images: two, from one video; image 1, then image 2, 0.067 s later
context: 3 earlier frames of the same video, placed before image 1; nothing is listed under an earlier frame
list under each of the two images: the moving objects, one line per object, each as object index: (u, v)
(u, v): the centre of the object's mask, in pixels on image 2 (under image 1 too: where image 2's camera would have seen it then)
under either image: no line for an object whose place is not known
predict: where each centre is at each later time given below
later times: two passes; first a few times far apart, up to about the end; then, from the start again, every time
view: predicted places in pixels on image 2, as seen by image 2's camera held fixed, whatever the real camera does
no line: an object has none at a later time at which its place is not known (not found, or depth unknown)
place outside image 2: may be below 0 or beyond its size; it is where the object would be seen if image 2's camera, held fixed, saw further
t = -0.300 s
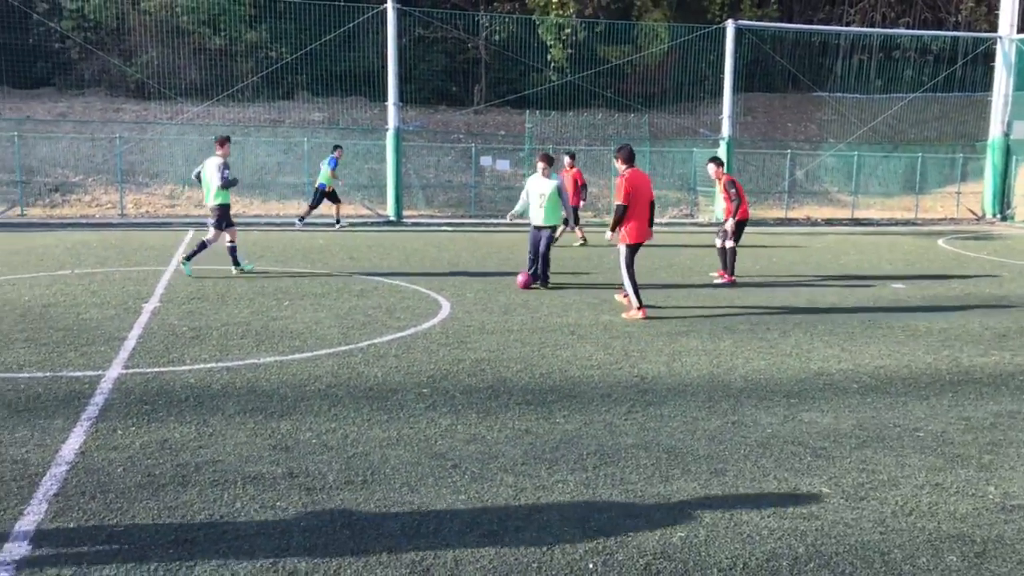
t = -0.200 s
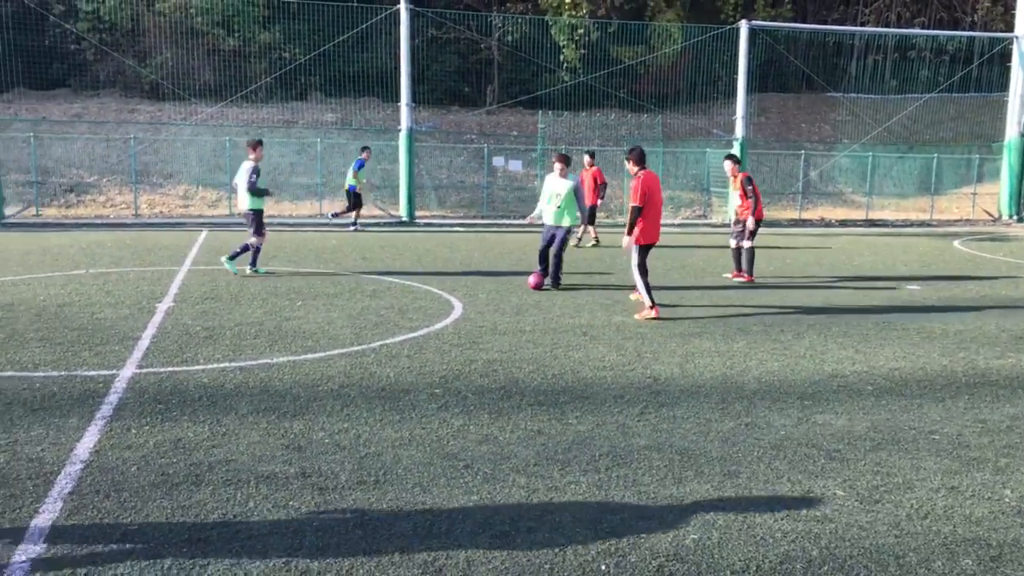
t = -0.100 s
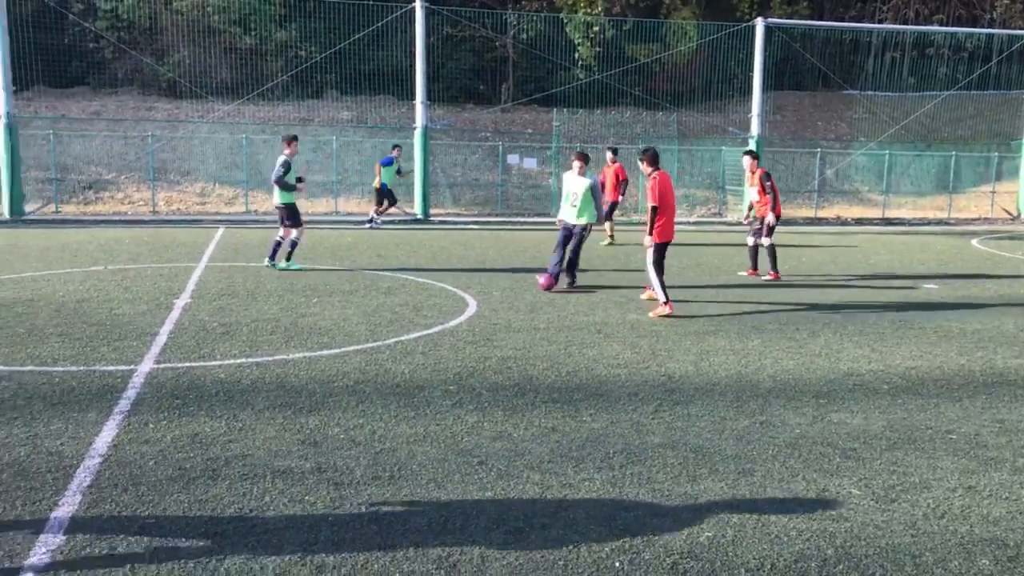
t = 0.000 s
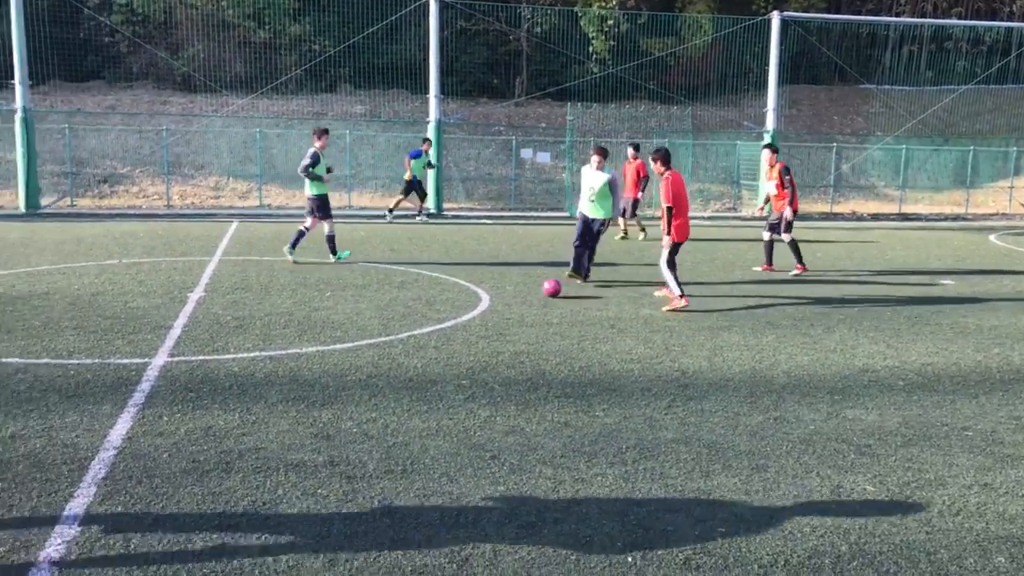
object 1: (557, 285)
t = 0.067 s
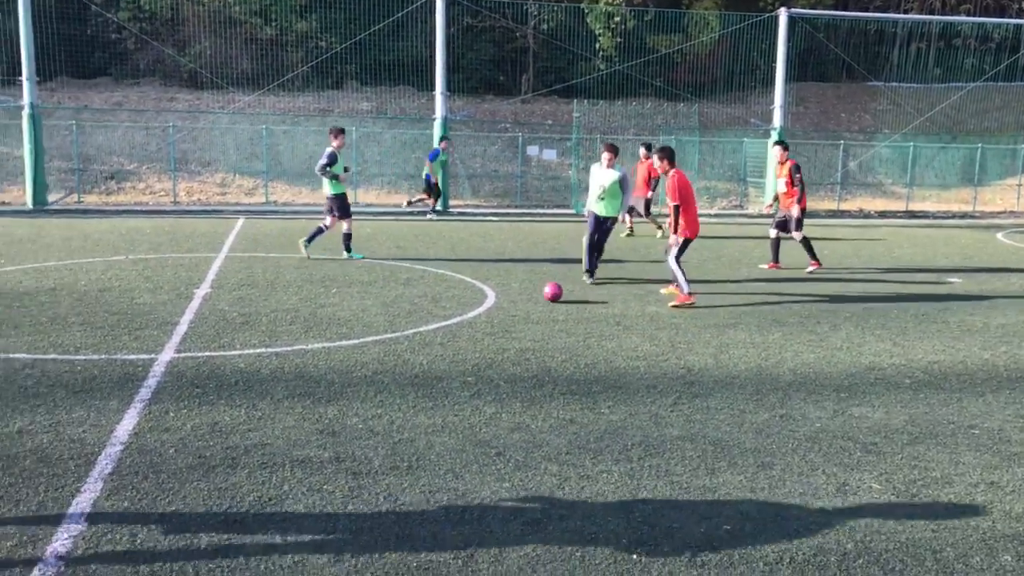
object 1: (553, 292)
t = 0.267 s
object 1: (538, 315)
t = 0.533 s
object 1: (518, 348)
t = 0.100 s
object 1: (550, 296)
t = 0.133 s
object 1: (548, 300)
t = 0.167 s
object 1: (546, 304)
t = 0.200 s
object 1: (543, 307)
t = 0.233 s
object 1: (540, 311)
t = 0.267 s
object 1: (538, 315)
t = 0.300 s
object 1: (535, 318)
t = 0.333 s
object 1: (533, 323)
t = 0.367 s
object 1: (530, 327)
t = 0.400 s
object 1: (528, 330)
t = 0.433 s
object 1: (525, 334)
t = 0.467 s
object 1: (523, 339)
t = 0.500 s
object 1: (521, 343)
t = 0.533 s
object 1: (518, 348)
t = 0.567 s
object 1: (516, 352)
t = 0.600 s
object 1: (514, 355)
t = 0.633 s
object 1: (511, 362)
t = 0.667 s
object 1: (508, 368)
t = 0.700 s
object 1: (505, 374)
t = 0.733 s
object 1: (501, 380)
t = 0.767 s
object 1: (498, 386)
